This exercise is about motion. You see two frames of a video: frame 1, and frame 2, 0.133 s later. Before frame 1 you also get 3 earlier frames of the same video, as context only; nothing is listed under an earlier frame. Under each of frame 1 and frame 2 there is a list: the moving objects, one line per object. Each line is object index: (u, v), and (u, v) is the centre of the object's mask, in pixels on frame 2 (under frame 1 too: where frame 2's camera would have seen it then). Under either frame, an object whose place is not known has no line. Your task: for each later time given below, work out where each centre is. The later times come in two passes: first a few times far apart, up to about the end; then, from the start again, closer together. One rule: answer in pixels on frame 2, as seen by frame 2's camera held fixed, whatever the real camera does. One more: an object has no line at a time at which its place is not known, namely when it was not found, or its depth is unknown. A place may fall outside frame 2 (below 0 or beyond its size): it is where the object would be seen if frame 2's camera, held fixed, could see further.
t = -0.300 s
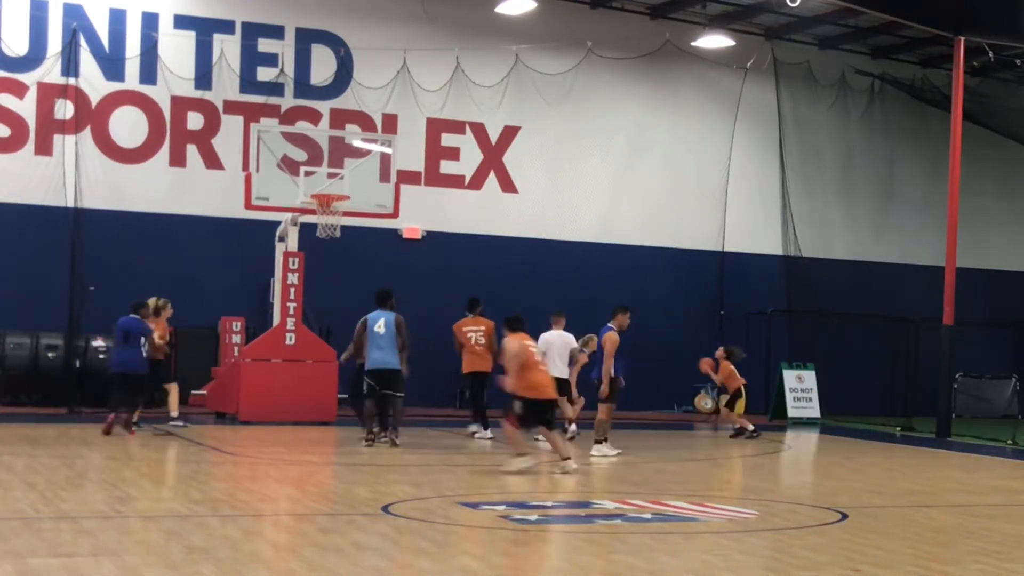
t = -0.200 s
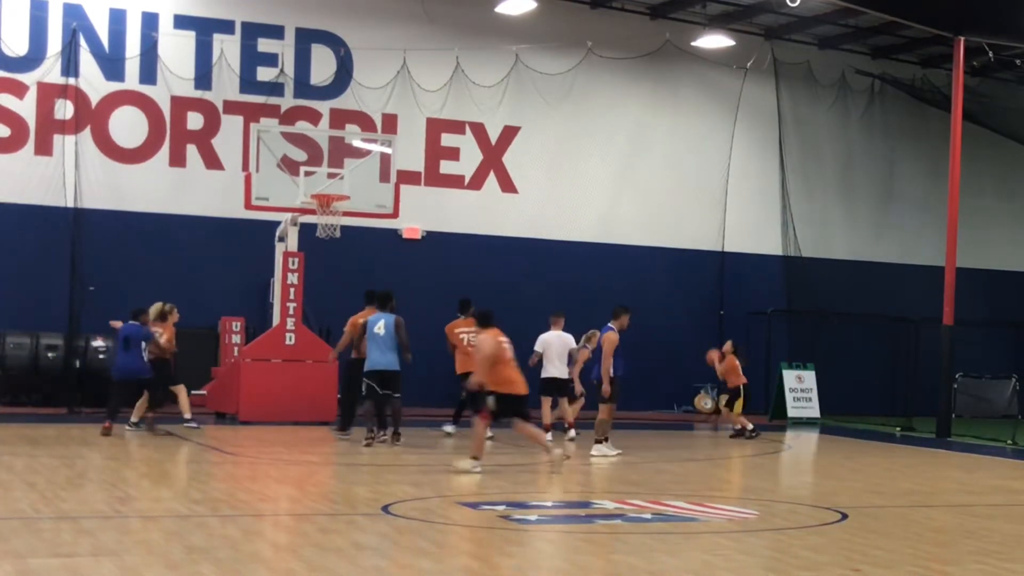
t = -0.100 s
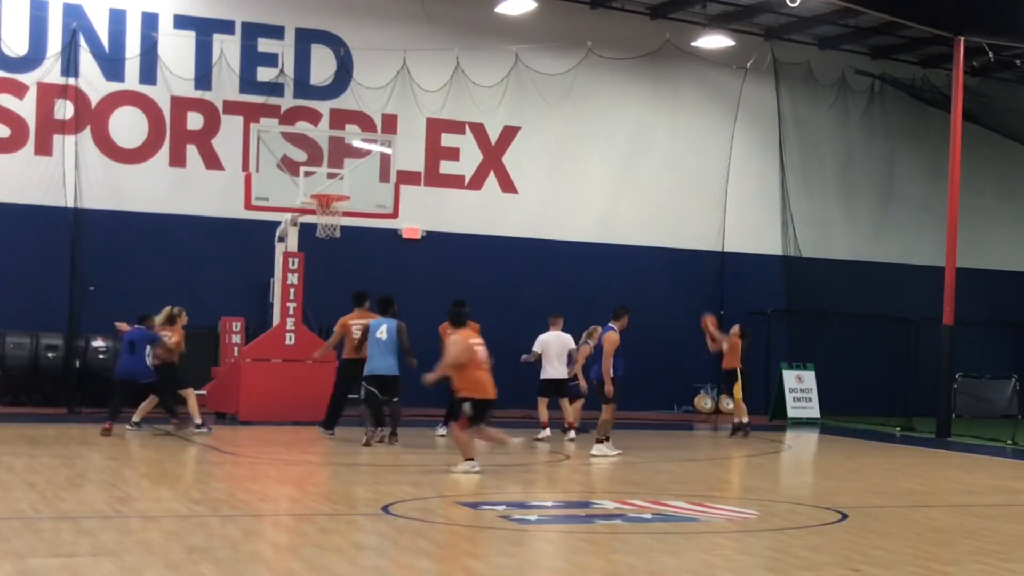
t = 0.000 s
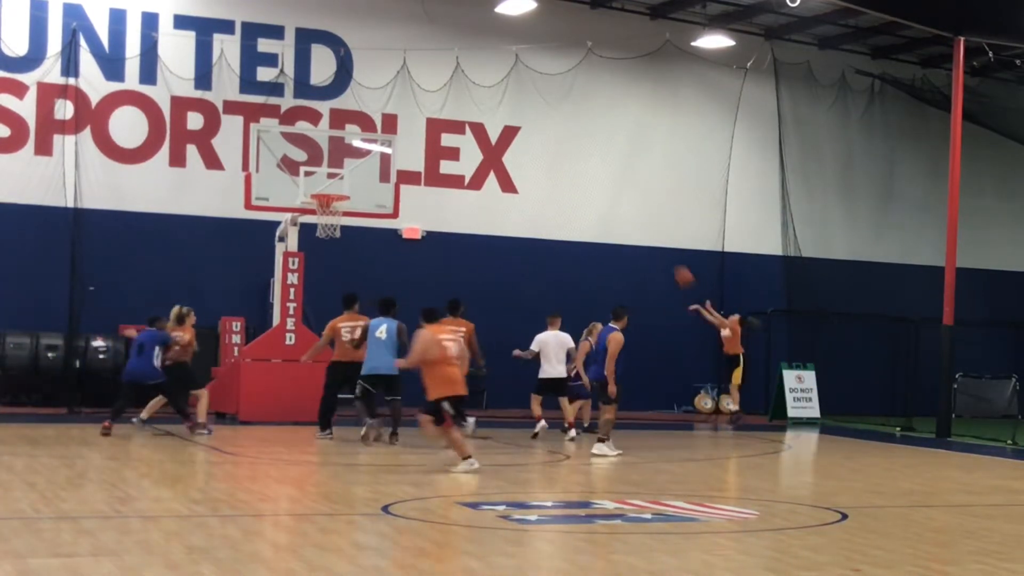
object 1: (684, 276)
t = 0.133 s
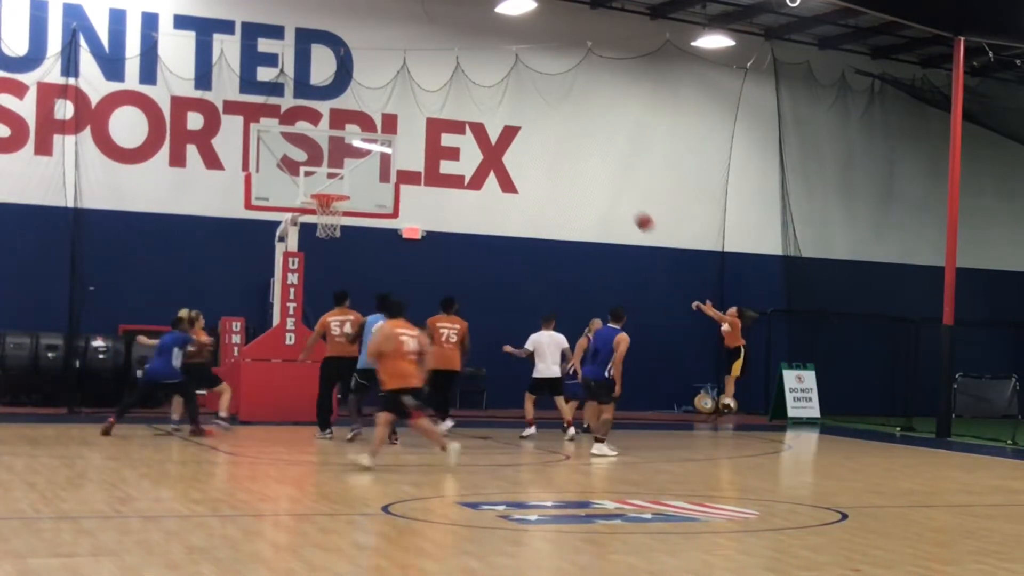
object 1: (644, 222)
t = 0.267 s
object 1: (604, 179)
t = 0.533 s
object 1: (522, 127)
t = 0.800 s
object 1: (434, 125)
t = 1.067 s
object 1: (346, 175)
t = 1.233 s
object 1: (328, 226)
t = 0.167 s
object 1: (634, 210)
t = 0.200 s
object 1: (624, 199)
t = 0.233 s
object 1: (614, 188)
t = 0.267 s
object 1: (604, 179)
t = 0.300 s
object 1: (593, 170)
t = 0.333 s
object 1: (583, 161)
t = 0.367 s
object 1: (574, 154)
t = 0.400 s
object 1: (563, 147)
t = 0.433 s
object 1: (553, 141)
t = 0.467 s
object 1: (542, 136)
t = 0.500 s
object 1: (532, 131)
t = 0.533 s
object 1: (522, 127)
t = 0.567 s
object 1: (511, 123)
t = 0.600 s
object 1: (500, 122)
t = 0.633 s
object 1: (490, 121)
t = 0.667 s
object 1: (479, 120)
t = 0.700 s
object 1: (469, 120)
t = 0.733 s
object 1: (459, 119)
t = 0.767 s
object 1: (447, 122)
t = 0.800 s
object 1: (434, 125)
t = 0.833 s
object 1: (425, 128)
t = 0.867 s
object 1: (413, 133)
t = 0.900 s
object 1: (403, 138)
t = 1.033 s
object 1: (358, 167)
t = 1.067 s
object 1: (346, 175)
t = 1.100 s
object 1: (335, 185)
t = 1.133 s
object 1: (324, 193)
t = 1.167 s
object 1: (324, 202)
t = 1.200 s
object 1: (324, 215)
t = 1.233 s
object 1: (328, 226)
